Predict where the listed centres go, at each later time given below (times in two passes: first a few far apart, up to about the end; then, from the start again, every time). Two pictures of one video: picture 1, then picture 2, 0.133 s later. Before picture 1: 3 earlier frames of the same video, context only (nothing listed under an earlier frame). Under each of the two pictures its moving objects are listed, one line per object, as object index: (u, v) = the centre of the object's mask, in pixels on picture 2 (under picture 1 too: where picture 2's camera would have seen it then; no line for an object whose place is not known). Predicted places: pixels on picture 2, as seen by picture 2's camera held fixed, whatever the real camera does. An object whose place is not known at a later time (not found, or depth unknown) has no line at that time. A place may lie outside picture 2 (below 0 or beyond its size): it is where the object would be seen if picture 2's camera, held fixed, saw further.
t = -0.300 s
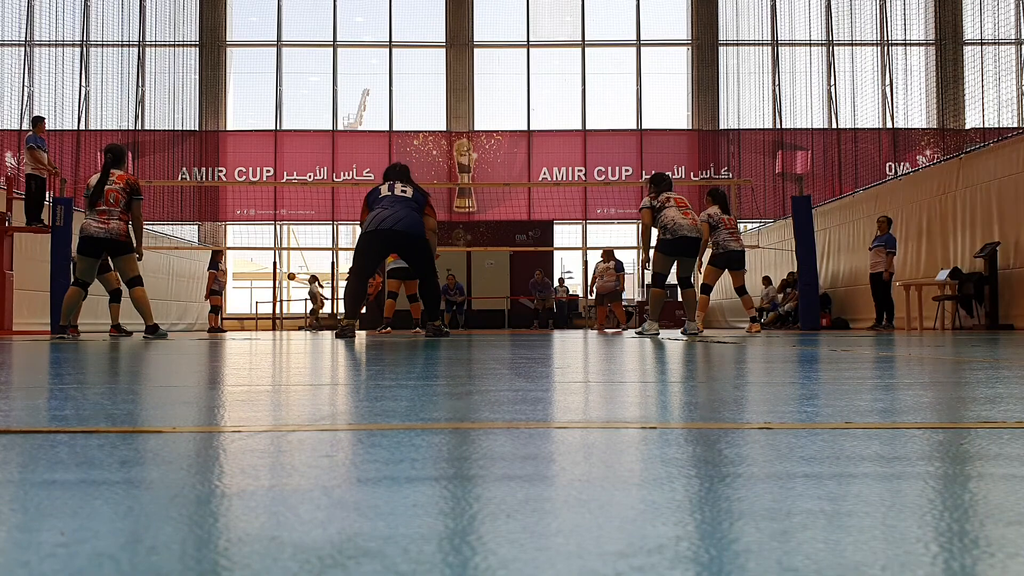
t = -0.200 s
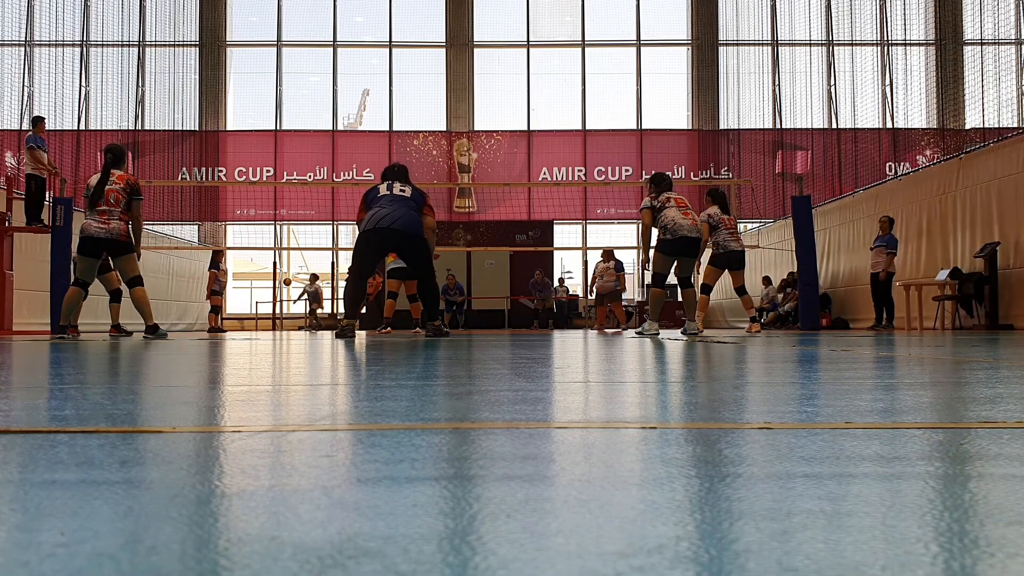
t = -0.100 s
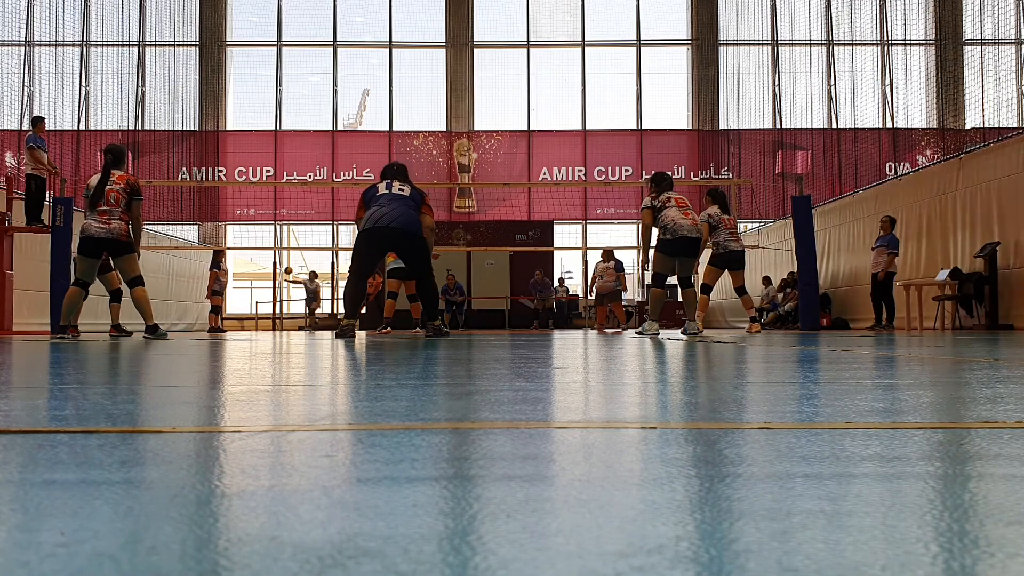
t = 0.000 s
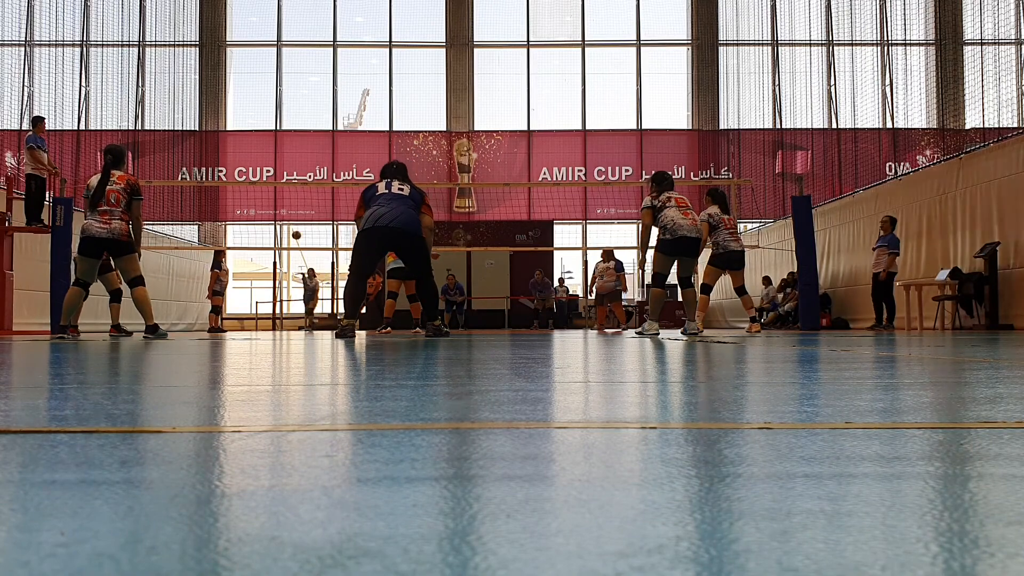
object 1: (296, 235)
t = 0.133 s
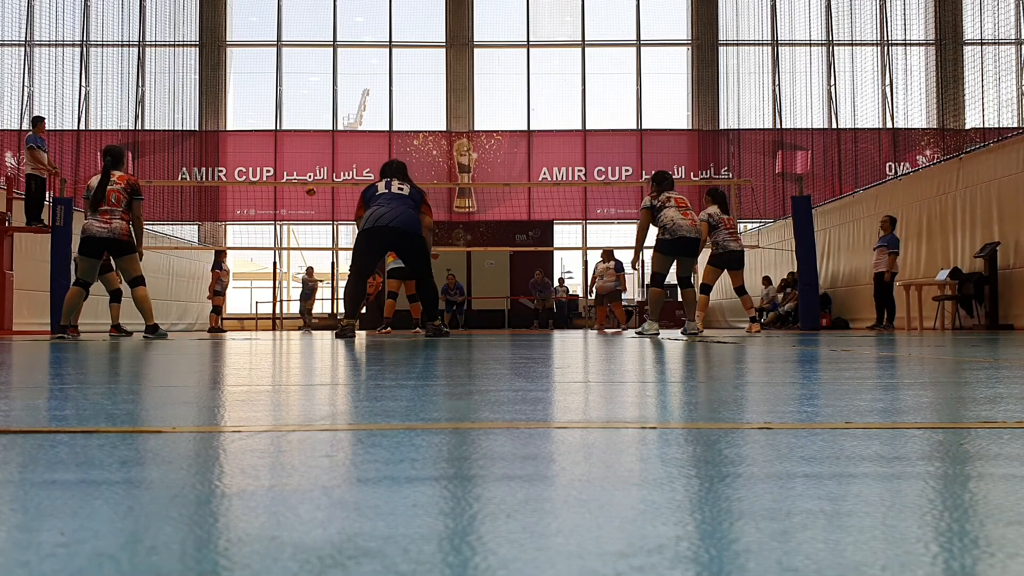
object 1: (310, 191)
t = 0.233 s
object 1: (323, 162)
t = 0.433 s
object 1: (355, 116)
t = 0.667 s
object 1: (399, 79)
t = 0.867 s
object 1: (446, 72)
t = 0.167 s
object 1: (314, 179)
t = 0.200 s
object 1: (319, 171)
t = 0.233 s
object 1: (323, 162)
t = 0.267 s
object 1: (328, 153)
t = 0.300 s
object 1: (333, 145)
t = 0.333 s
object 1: (338, 137)
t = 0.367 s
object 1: (343, 129)
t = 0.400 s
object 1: (349, 123)
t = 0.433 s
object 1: (355, 116)
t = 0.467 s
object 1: (360, 109)
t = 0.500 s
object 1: (366, 102)
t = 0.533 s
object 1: (372, 96)
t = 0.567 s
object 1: (379, 91)
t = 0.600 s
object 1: (385, 86)
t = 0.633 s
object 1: (392, 82)
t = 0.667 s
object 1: (399, 79)
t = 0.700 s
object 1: (406, 76)
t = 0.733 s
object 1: (414, 74)
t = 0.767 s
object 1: (421, 73)
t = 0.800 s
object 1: (429, 72)
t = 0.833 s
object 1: (437, 72)
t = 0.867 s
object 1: (446, 72)
